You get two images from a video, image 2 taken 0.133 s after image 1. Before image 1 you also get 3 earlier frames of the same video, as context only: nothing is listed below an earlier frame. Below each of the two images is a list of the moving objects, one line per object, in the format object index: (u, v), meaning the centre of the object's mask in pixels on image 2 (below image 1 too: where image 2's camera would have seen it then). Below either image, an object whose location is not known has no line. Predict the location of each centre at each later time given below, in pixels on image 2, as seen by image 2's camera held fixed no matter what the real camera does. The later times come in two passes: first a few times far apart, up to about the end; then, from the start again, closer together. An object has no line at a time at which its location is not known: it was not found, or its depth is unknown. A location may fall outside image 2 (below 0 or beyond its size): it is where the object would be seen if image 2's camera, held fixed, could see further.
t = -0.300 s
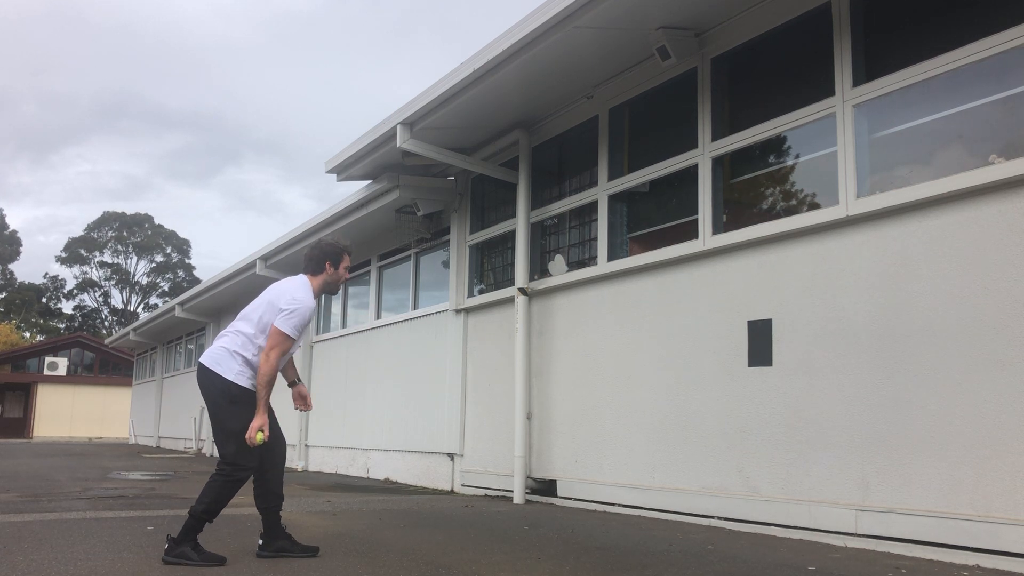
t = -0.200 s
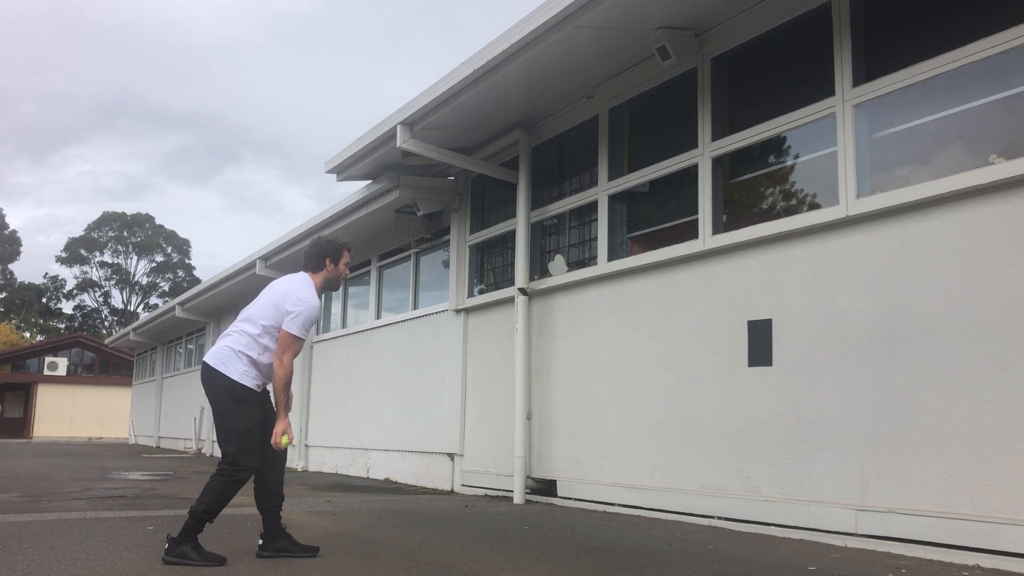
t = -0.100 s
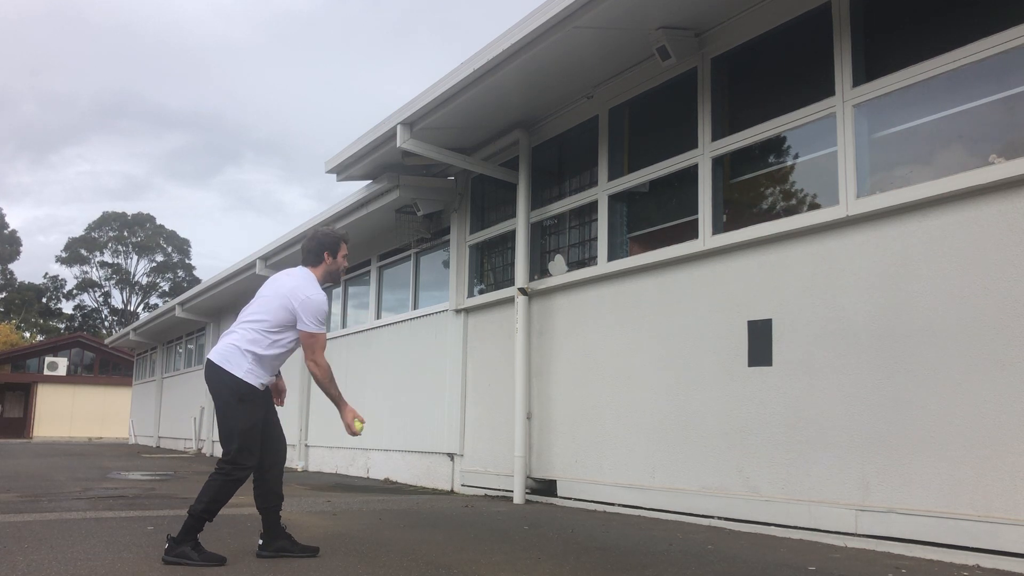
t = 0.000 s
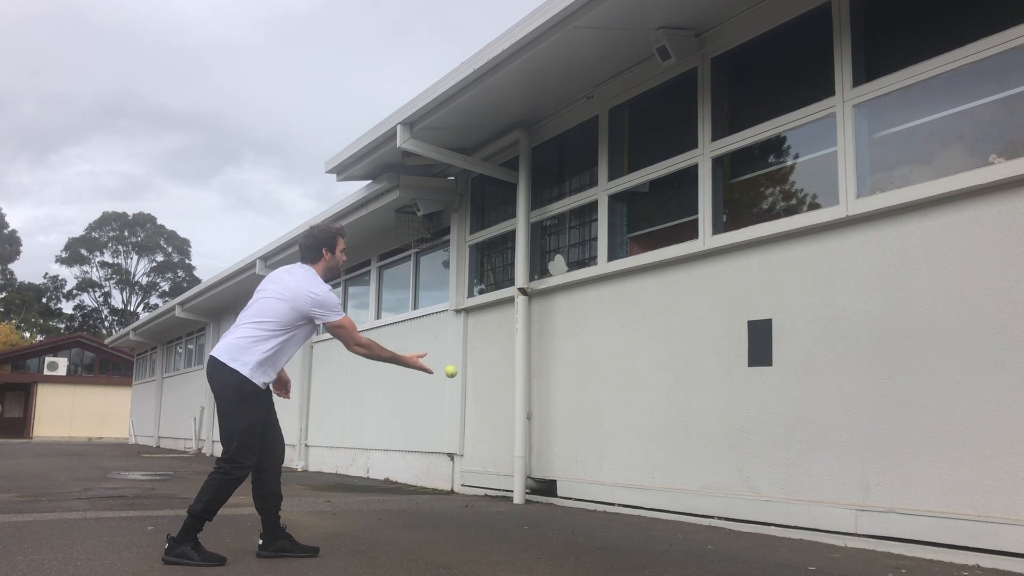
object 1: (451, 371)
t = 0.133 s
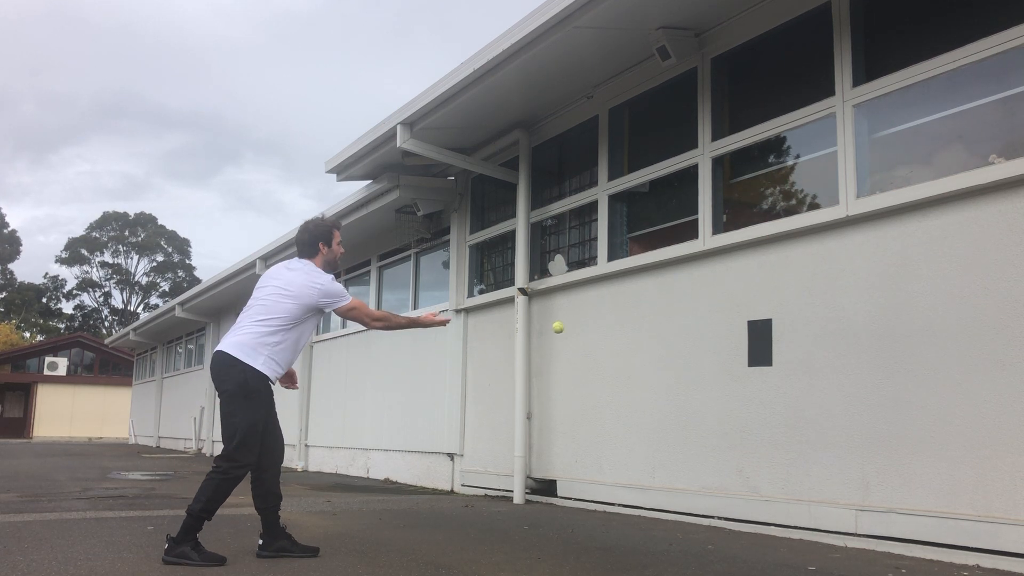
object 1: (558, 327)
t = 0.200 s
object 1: (605, 319)
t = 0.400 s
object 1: (733, 339)
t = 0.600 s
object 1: (688, 378)
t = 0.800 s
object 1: (599, 483)
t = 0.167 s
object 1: (582, 322)
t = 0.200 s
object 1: (605, 319)
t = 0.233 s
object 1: (628, 318)
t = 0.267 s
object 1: (650, 318)
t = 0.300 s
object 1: (672, 321)
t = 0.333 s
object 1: (692, 325)
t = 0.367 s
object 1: (713, 331)
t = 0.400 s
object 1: (733, 339)
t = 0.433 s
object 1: (752, 347)
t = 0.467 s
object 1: (743, 351)
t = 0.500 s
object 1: (729, 354)
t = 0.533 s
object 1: (715, 360)
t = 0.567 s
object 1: (702, 368)
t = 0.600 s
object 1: (688, 378)
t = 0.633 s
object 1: (674, 389)
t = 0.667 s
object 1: (660, 404)
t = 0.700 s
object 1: (645, 420)
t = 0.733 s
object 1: (630, 438)
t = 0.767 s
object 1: (615, 460)
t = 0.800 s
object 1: (599, 483)
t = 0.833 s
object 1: (583, 509)
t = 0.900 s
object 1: (555, 520)
